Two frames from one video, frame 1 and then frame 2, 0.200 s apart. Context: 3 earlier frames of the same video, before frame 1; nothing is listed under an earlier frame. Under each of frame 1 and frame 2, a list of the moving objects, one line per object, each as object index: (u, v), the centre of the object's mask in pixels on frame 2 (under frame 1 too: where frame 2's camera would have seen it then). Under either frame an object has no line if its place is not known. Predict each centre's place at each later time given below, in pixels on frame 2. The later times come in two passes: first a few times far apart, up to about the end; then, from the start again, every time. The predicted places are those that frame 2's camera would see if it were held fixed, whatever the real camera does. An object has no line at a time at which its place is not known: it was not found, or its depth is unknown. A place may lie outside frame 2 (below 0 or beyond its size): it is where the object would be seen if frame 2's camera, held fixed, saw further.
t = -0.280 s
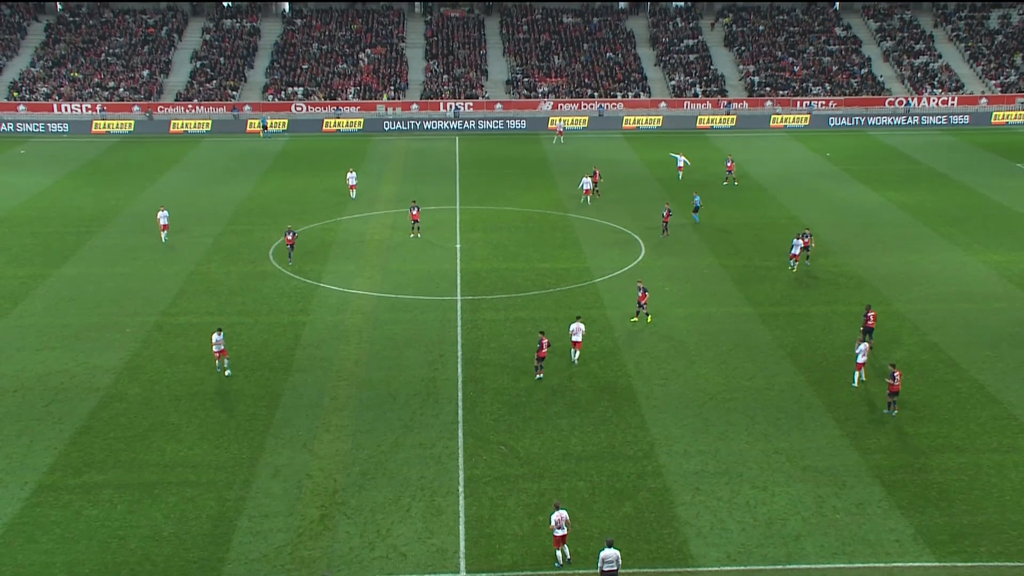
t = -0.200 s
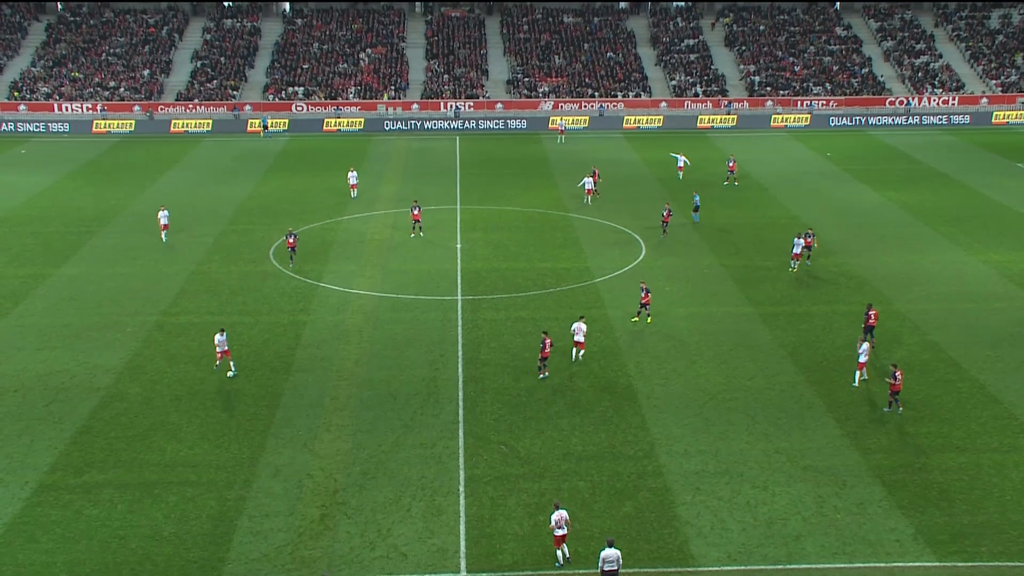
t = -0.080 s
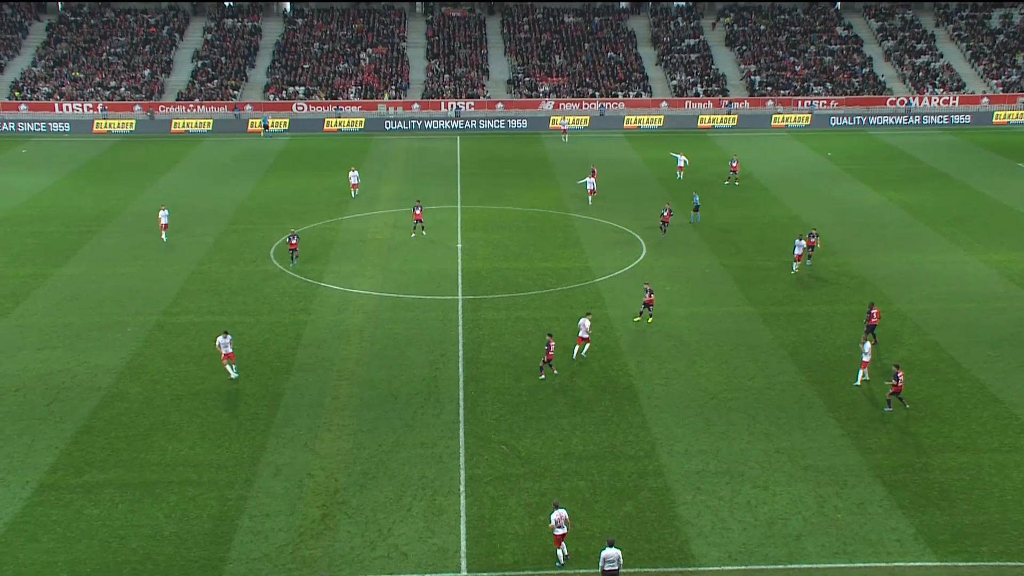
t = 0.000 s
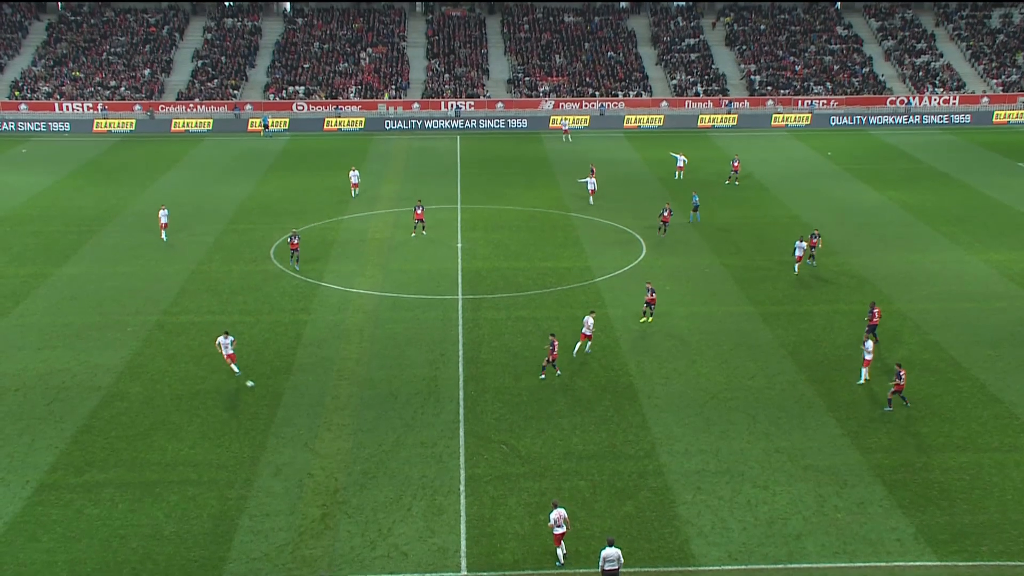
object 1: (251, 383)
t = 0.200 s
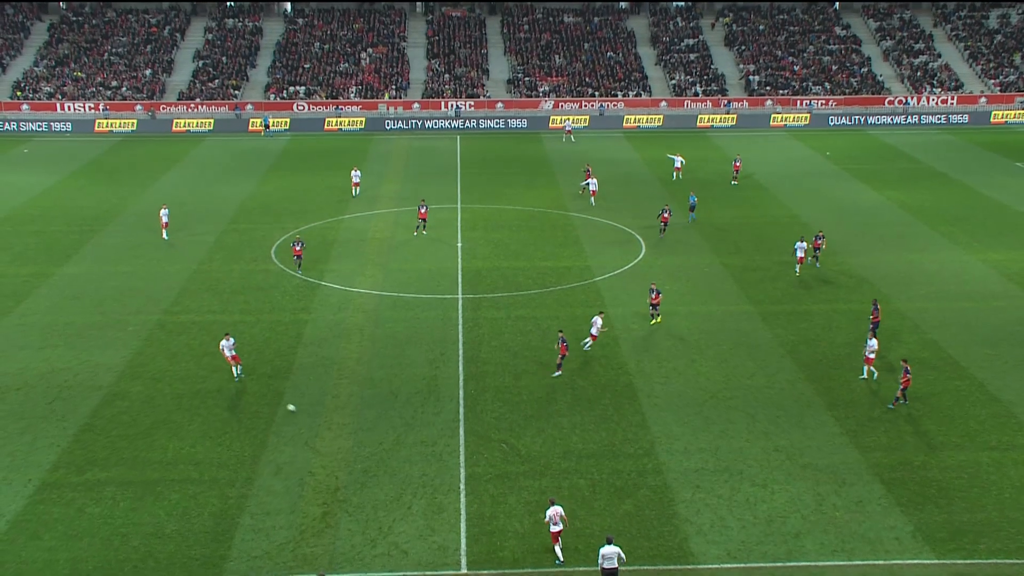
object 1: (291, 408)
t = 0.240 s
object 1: (299, 413)
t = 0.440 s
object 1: (339, 437)
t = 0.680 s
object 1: (387, 468)
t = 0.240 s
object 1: (299, 413)
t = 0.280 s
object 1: (307, 419)
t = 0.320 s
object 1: (315, 424)
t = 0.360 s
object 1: (323, 428)
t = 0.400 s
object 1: (331, 432)
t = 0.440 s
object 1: (339, 437)
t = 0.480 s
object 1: (347, 442)
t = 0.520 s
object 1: (355, 448)
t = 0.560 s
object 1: (363, 454)
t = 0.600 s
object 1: (372, 459)
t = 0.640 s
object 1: (379, 463)
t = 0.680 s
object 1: (387, 468)
